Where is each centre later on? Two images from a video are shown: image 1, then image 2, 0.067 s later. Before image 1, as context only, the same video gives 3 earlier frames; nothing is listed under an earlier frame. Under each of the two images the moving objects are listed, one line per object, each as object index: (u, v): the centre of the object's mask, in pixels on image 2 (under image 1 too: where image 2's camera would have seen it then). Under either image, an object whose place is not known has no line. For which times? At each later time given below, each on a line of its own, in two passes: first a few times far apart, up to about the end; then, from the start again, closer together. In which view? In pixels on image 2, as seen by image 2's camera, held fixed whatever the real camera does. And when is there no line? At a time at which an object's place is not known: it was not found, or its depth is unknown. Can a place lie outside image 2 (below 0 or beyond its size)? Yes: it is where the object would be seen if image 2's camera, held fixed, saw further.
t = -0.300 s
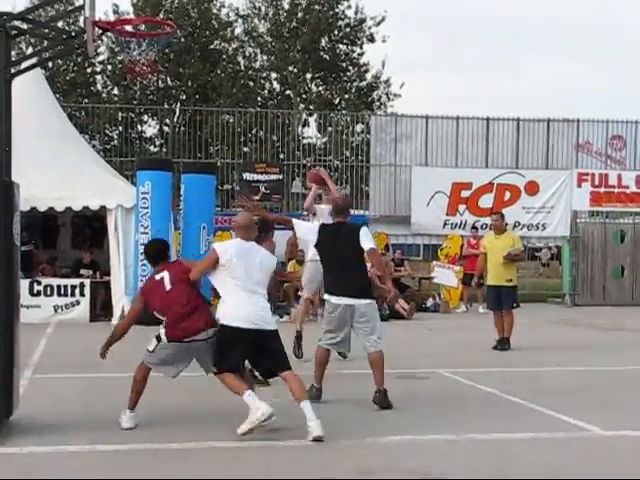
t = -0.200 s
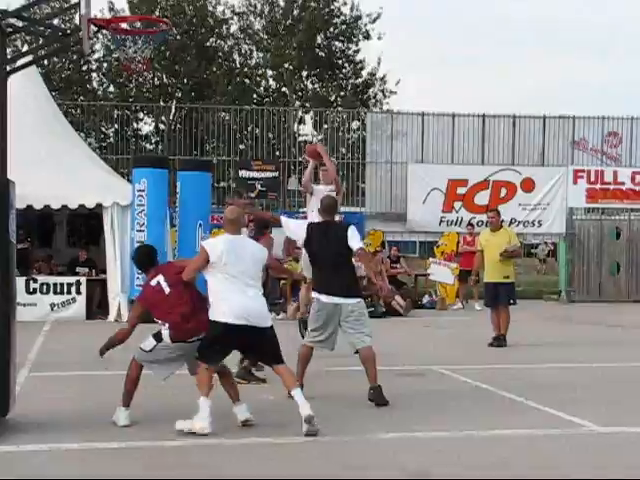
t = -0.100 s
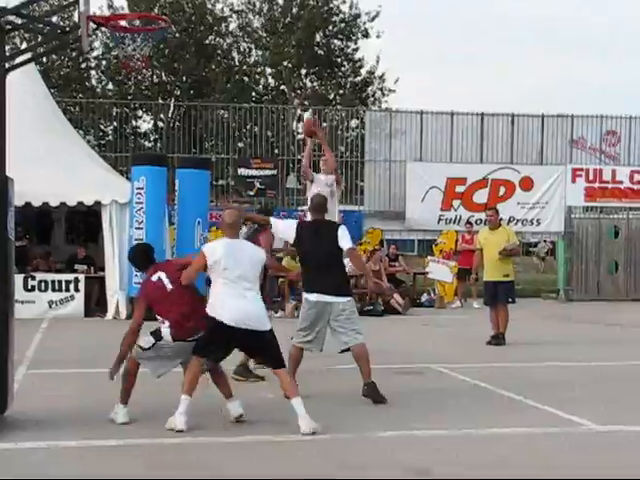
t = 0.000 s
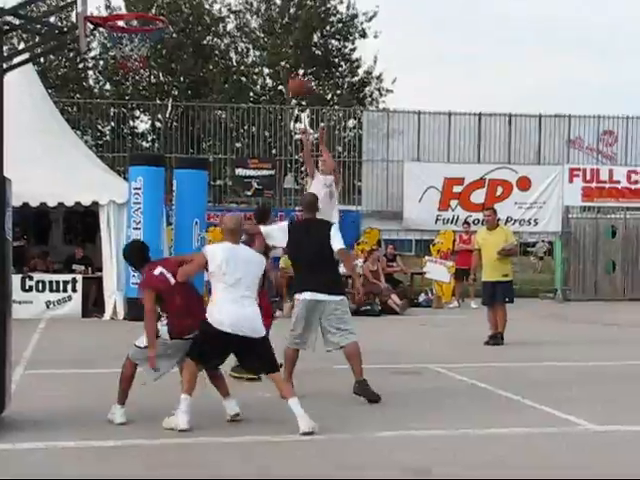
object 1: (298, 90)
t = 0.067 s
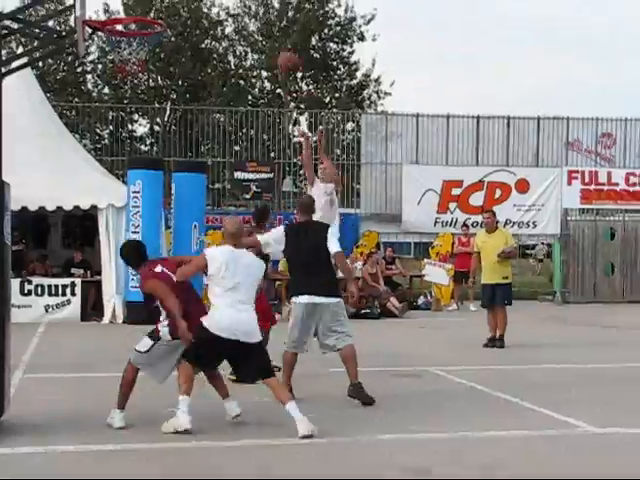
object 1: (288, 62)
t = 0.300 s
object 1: (252, -10)
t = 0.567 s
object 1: (204, -37)
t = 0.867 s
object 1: (137, 15)
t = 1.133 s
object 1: (120, -31)
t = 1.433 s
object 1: (98, 2)
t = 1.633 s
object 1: (129, 21)
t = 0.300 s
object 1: (252, -10)
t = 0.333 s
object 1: (248, -19)
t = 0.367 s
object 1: (242, -23)
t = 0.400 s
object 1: (235, -27)
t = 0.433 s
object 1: (230, -30)
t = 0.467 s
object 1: (224, -32)
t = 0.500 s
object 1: (217, -34)
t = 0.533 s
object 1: (211, -36)
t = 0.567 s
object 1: (204, -37)
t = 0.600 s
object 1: (198, -37)
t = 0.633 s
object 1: (191, -37)
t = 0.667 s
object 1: (185, -34)
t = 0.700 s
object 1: (177, -30)
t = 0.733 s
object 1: (169, -23)
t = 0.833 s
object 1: (143, 4)
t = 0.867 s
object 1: (137, 15)
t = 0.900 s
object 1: (134, 7)
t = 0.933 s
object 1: (132, 1)
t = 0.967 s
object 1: (130, -7)
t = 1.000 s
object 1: (128, -15)
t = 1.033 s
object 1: (126, -21)
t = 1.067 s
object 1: (124, -26)
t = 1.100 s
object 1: (122, -29)
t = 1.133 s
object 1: (120, -31)
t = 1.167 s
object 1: (118, -31)
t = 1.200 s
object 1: (116, -29)
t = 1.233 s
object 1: (113, -27)
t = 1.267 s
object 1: (111, -23)
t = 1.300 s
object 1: (109, -18)
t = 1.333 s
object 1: (106, -11)
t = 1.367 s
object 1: (104, -2)
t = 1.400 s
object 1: (100, 3)
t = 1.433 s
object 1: (98, 2)
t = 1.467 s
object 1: (103, 1)
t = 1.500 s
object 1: (108, 3)
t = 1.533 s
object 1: (114, 5)
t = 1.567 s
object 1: (117, 8)
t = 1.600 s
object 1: (123, 15)
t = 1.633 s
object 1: (129, 21)
